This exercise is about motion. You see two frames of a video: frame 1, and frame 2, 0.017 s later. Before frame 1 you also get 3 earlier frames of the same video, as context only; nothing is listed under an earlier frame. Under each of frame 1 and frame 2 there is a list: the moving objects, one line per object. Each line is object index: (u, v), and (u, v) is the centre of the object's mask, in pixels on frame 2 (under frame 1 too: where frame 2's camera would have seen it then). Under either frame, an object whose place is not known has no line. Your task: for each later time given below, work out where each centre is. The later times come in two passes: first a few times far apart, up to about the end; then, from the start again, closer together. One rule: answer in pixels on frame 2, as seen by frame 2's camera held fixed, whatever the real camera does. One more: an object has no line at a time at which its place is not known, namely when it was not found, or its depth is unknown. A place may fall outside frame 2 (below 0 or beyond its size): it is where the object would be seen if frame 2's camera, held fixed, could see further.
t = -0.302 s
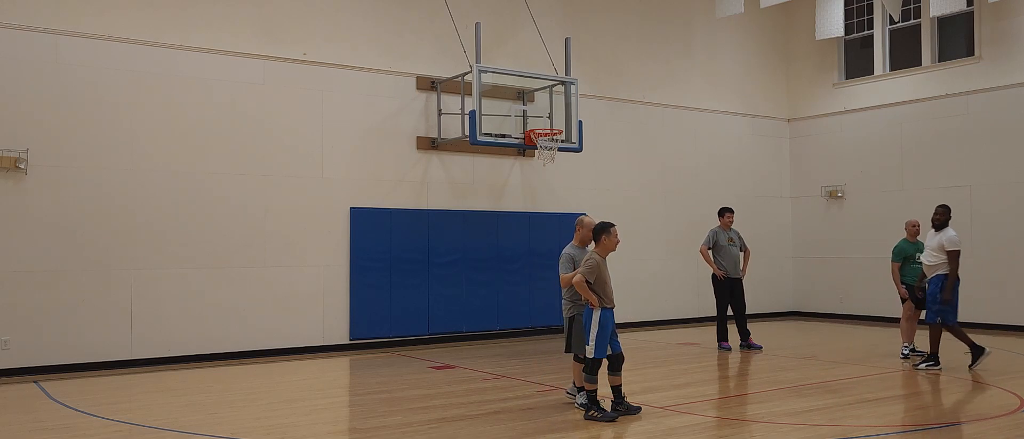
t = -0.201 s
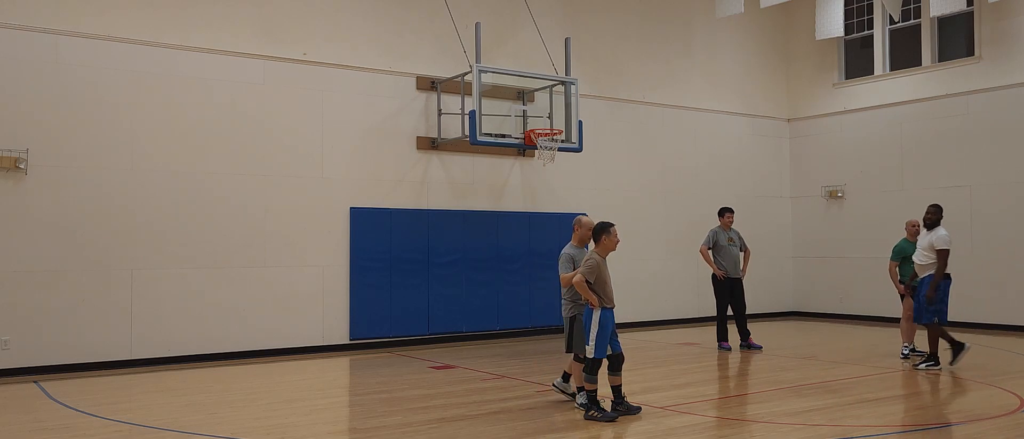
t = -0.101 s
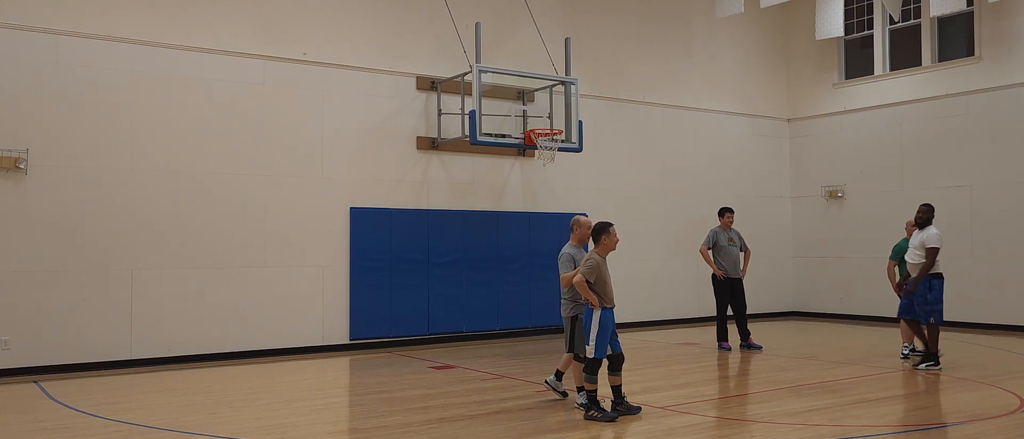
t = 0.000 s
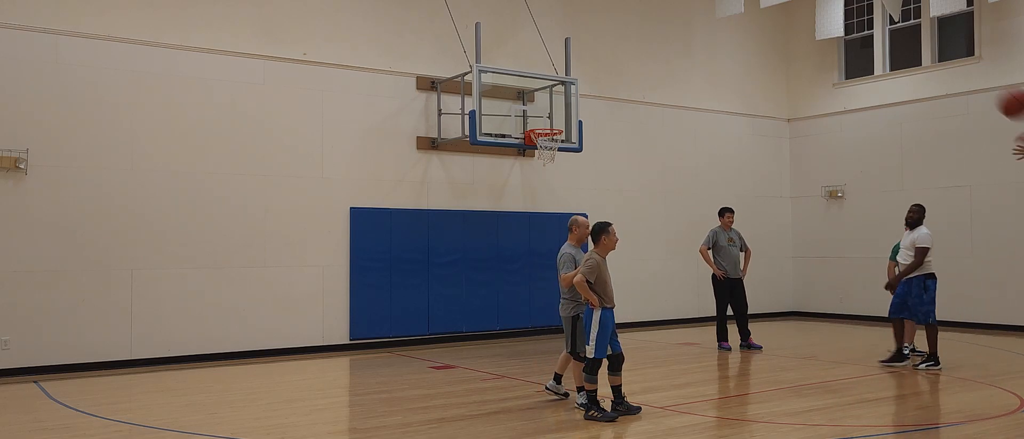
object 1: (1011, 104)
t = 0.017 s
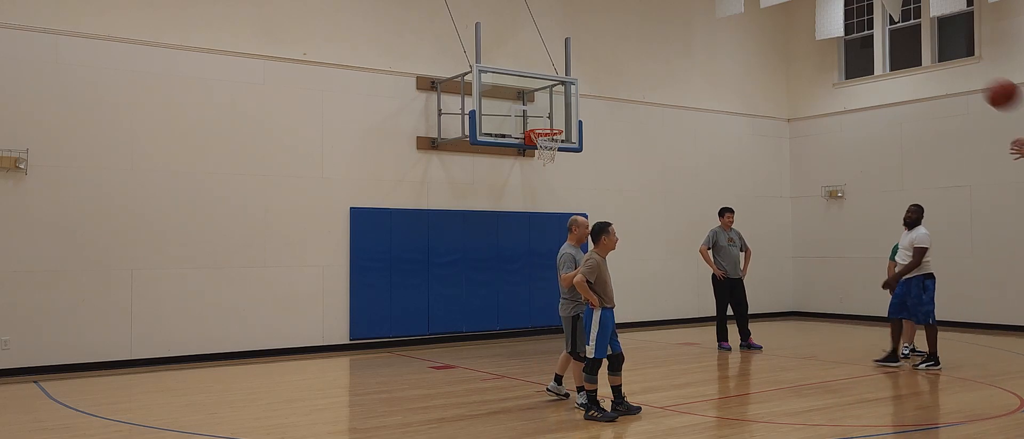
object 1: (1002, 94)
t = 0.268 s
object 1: (839, 10)
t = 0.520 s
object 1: (717, 6)
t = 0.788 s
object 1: (621, 48)
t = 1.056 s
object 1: (545, 136)
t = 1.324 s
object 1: (484, 256)
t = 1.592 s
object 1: (465, 307)
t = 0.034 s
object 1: (989, 85)
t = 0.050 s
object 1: (975, 76)
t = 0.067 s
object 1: (964, 68)
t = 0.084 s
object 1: (951, 60)
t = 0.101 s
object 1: (941, 54)
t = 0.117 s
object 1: (930, 48)
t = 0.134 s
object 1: (917, 41)
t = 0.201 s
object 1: (875, 22)
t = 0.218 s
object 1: (866, 18)
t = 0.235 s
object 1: (856, 15)
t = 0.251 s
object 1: (848, 12)
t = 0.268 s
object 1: (839, 10)
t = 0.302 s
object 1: (818, 7)
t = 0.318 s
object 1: (810, 7)
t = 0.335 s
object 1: (801, 6)
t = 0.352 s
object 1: (793, 5)
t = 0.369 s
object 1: (785, 5)
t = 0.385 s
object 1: (777, 4)
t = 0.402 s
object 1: (768, 4)
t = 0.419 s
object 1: (760, 4)
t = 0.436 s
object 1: (753, 4)
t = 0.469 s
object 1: (738, 4)
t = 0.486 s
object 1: (731, 4)
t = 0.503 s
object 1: (724, 5)
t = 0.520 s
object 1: (717, 6)
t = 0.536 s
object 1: (710, 6)
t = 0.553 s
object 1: (704, 7)
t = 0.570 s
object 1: (697, 8)
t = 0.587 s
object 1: (691, 9)
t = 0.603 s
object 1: (684, 11)
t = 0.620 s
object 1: (678, 13)
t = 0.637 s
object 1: (672, 16)
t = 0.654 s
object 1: (666, 19)
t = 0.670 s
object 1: (660, 22)
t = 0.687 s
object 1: (654, 25)
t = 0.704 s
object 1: (648, 29)
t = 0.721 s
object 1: (642, 32)
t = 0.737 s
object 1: (637, 36)
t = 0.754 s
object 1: (631, 40)
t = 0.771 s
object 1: (626, 44)
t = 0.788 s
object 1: (621, 48)
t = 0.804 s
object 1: (616, 53)
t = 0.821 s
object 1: (610, 57)
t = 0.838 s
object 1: (605, 62)
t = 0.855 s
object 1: (600, 67)
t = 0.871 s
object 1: (595, 72)
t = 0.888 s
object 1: (591, 77)
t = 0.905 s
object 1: (586, 82)
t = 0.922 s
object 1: (581, 88)
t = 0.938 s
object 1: (576, 94)
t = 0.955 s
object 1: (571, 100)
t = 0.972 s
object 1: (567, 106)
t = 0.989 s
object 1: (563, 111)
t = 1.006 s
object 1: (558, 117)
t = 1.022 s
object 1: (554, 123)
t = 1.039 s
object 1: (549, 130)
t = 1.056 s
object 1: (545, 136)
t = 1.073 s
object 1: (540, 143)
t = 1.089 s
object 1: (536, 150)
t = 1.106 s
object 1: (533, 157)
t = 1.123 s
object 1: (528, 165)
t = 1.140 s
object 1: (525, 171)
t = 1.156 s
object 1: (521, 179)
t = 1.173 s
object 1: (517, 186)
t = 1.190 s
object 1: (513, 193)
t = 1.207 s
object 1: (509, 200)
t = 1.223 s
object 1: (506, 208)
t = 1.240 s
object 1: (502, 217)
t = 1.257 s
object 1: (498, 224)
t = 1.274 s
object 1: (495, 231)
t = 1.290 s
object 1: (491, 240)
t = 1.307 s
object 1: (488, 248)
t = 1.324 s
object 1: (484, 256)
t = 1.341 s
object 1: (480, 265)
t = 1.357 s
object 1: (477, 273)
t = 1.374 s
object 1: (473, 282)
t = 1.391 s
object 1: (470, 291)
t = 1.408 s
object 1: (467, 299)
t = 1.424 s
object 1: (463, 308)
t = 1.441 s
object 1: (460, 317)
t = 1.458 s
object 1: (456, 326)
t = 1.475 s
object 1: (455, 335)
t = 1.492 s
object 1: (456, 335)
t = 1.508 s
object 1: (458, 329)
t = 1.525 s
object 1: (459, 324)
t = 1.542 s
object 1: (461, 320)
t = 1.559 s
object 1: (462, 316)
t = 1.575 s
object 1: (464, 311)
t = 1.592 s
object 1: (465, 307)
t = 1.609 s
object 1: (467, 303)
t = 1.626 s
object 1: (468, 299)
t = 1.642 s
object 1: (470, 295)
